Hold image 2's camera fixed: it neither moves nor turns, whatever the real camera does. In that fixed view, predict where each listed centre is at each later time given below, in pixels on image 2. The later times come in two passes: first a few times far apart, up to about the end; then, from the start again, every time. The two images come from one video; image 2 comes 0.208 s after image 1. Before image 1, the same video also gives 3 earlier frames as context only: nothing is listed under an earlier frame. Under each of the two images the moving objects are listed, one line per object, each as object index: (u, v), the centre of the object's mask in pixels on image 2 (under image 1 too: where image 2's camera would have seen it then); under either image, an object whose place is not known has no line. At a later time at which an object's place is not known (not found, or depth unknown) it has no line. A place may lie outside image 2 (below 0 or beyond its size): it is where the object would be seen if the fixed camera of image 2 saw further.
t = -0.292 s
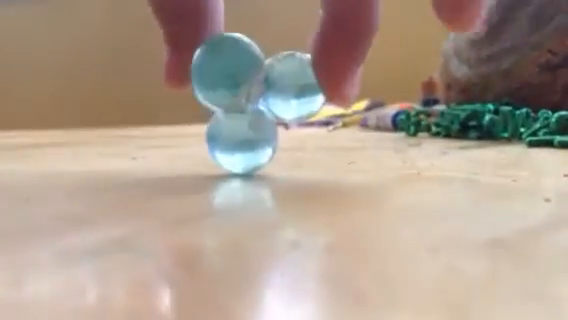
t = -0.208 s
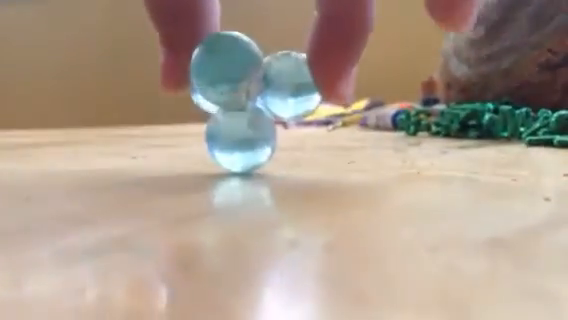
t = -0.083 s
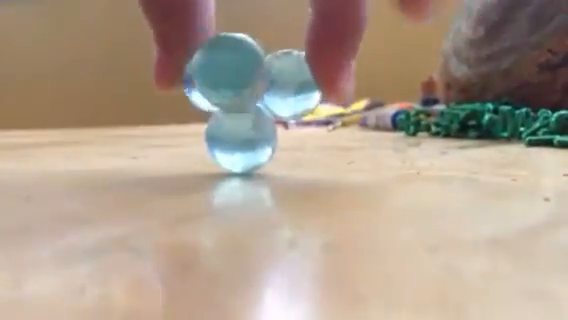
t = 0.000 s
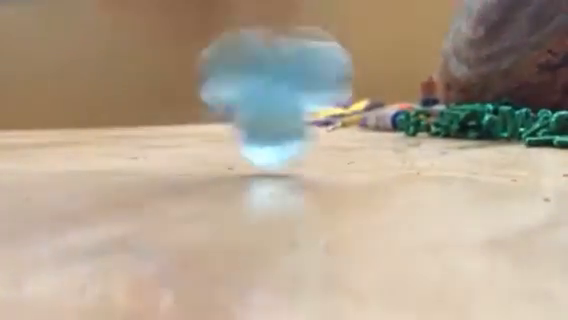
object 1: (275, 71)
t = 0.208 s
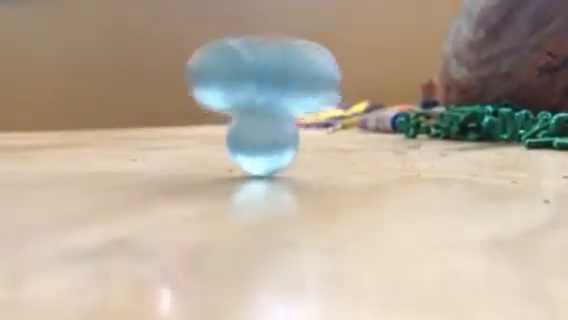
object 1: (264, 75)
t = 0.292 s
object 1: (255, 77)
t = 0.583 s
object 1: (254, 76)
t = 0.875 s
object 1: (256, 81)
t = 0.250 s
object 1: (257, 77)
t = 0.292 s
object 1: (255, 77)
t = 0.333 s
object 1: (253, 76)
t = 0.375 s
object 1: (250, 77)
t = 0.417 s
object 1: (248, 77)
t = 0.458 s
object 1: (250, 76)
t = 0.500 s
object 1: (249, 76)
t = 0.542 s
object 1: (251, 76)
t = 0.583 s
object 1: (254, 76)
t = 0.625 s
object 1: (254, 76)
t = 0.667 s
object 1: (255, 77)
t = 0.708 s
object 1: (256, 76)
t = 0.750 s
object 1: (256, 77)
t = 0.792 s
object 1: (259, 77)
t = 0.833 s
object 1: (257, 79)
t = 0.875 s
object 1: (256, 81)
